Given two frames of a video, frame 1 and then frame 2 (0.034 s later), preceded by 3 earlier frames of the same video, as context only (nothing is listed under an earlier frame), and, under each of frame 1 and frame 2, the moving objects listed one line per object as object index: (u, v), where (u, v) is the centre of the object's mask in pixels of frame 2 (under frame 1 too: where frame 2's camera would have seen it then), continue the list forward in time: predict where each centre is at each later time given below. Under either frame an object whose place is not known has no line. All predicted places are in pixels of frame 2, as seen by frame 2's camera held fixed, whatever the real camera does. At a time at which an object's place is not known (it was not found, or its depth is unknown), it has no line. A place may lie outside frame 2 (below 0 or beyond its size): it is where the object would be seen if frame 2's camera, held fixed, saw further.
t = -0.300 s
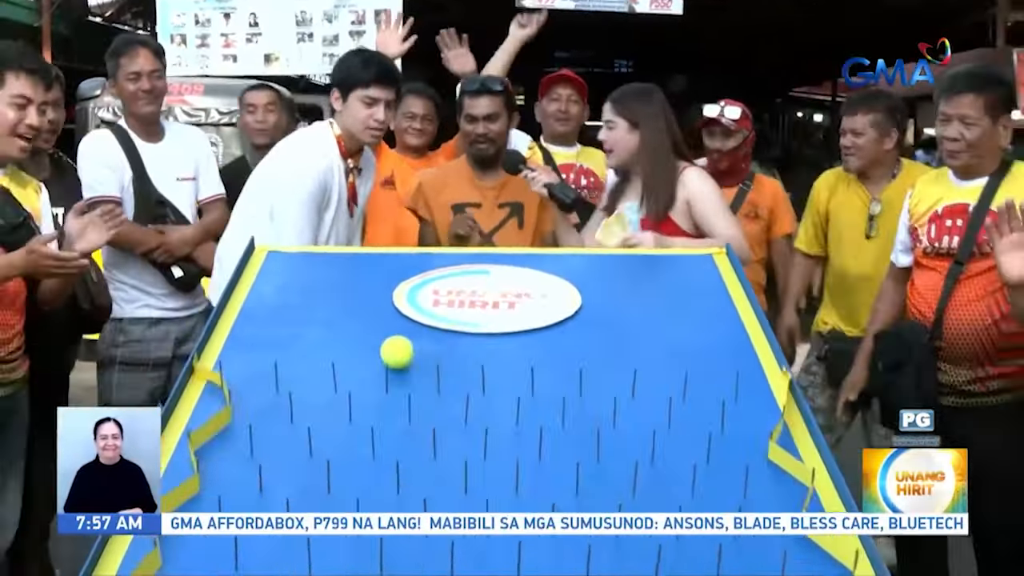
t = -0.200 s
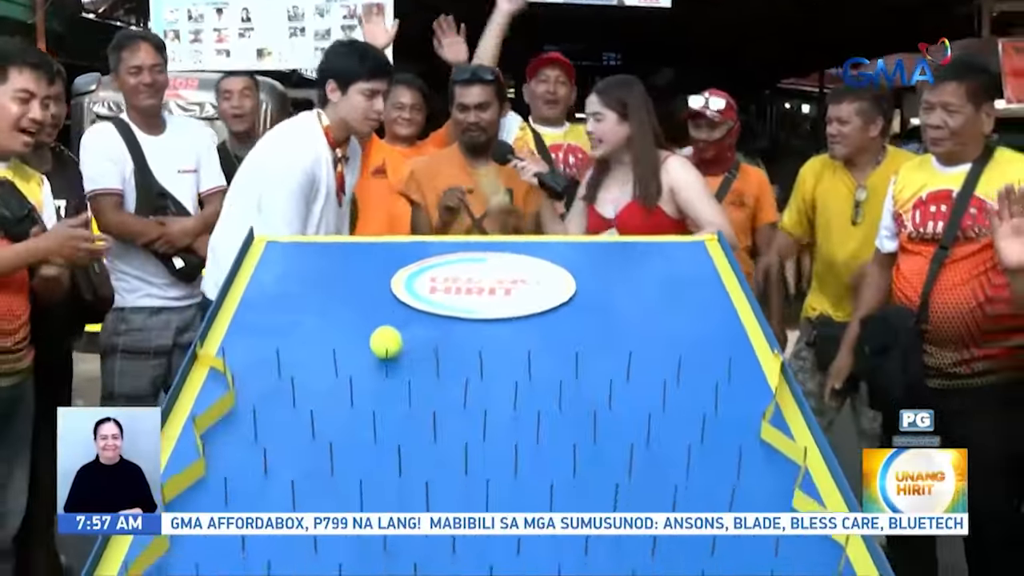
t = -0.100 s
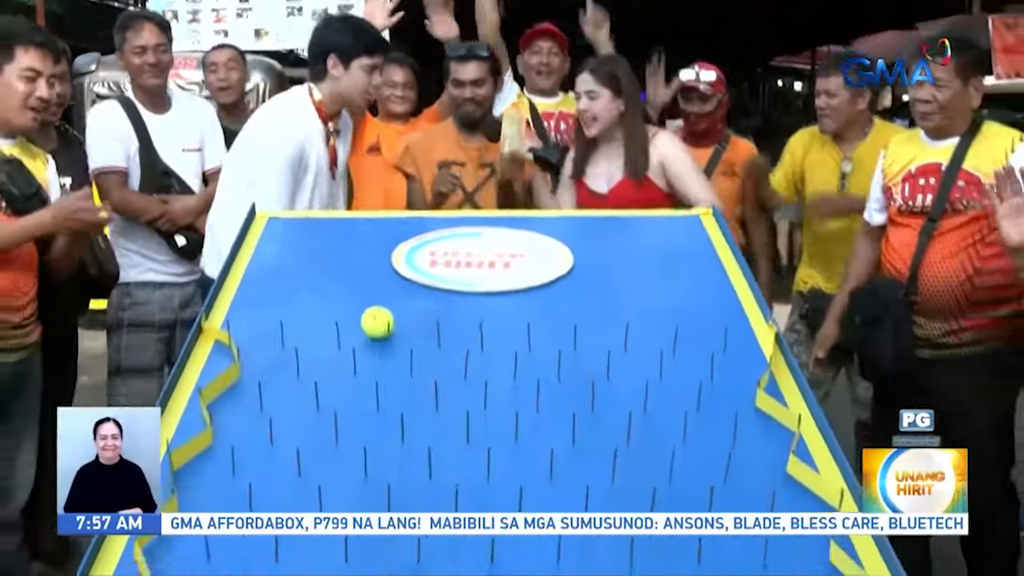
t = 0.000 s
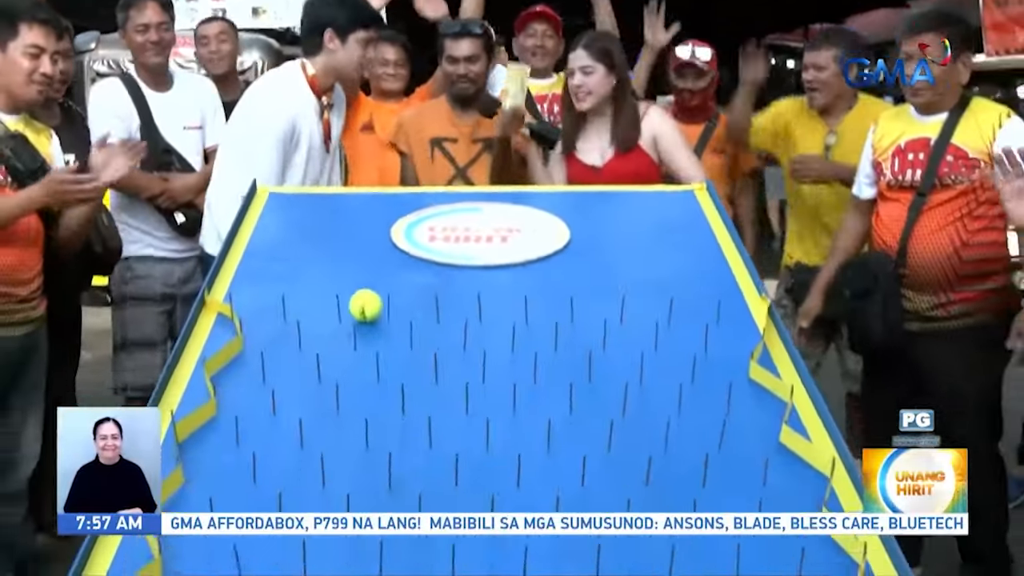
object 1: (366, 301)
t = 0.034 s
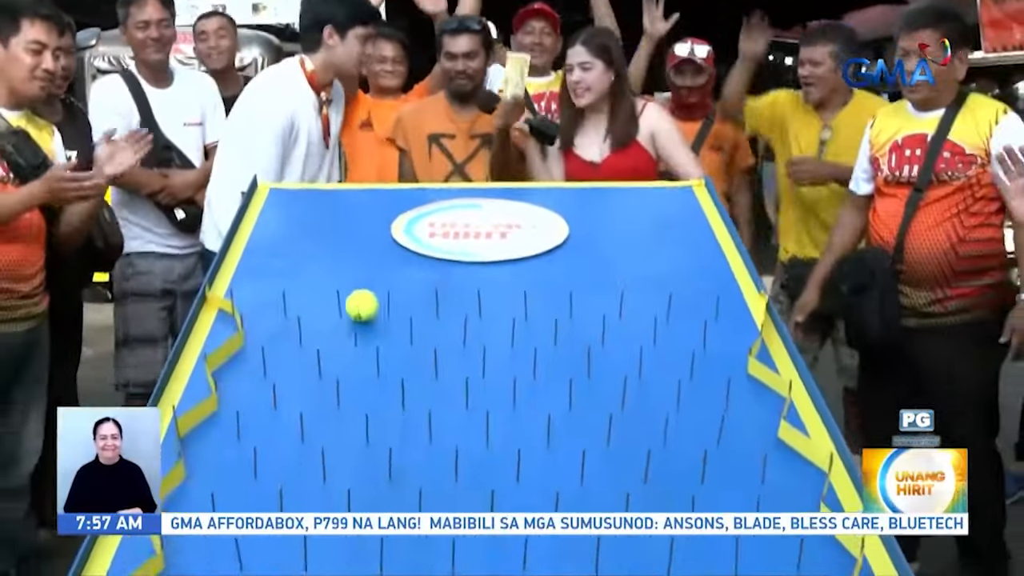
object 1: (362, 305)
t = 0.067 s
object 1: (357, 309)
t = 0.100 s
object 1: (353, 314)
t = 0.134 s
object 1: (348, 319)
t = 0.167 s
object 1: (344, 324)
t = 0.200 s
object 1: (335, 324)
